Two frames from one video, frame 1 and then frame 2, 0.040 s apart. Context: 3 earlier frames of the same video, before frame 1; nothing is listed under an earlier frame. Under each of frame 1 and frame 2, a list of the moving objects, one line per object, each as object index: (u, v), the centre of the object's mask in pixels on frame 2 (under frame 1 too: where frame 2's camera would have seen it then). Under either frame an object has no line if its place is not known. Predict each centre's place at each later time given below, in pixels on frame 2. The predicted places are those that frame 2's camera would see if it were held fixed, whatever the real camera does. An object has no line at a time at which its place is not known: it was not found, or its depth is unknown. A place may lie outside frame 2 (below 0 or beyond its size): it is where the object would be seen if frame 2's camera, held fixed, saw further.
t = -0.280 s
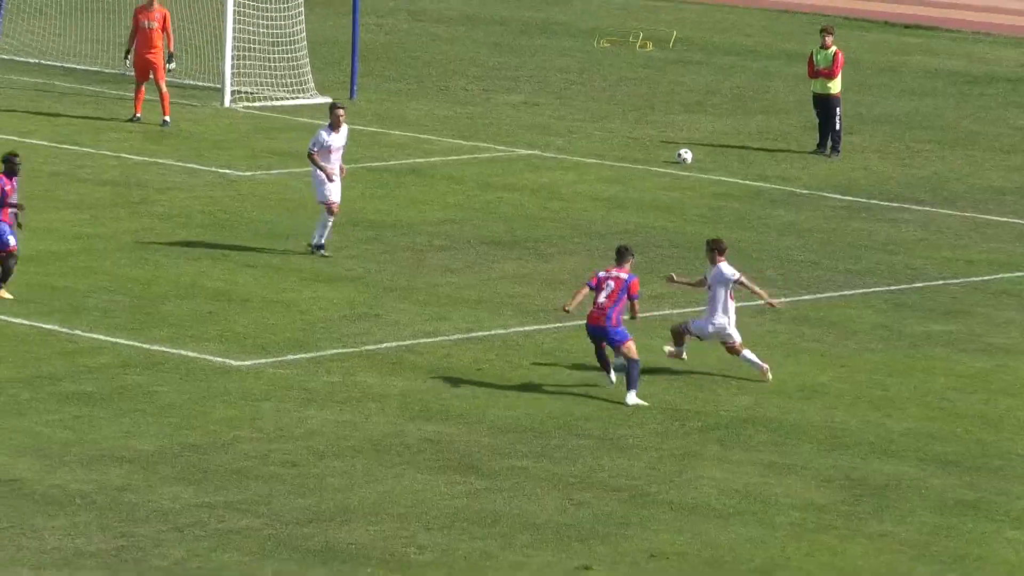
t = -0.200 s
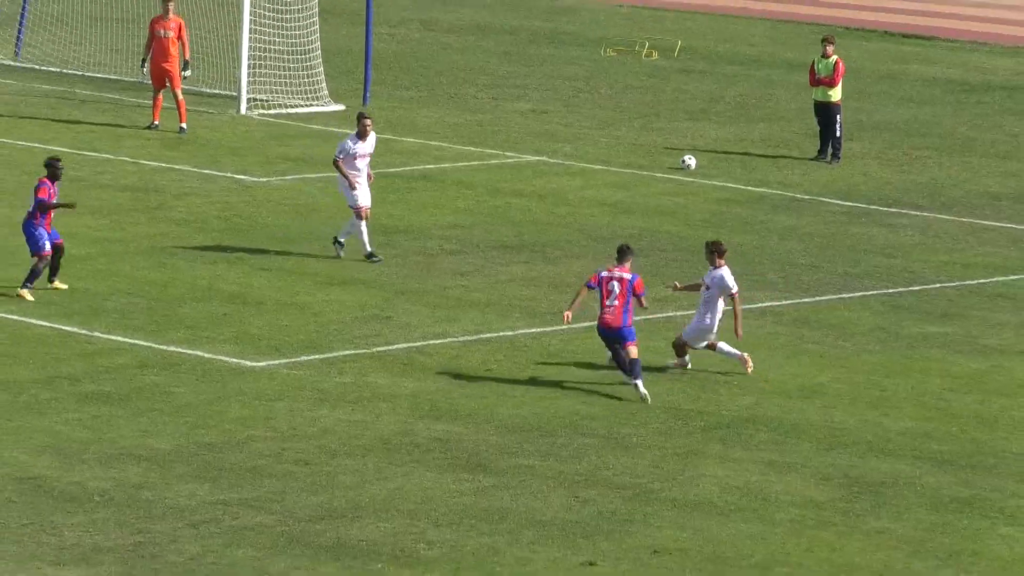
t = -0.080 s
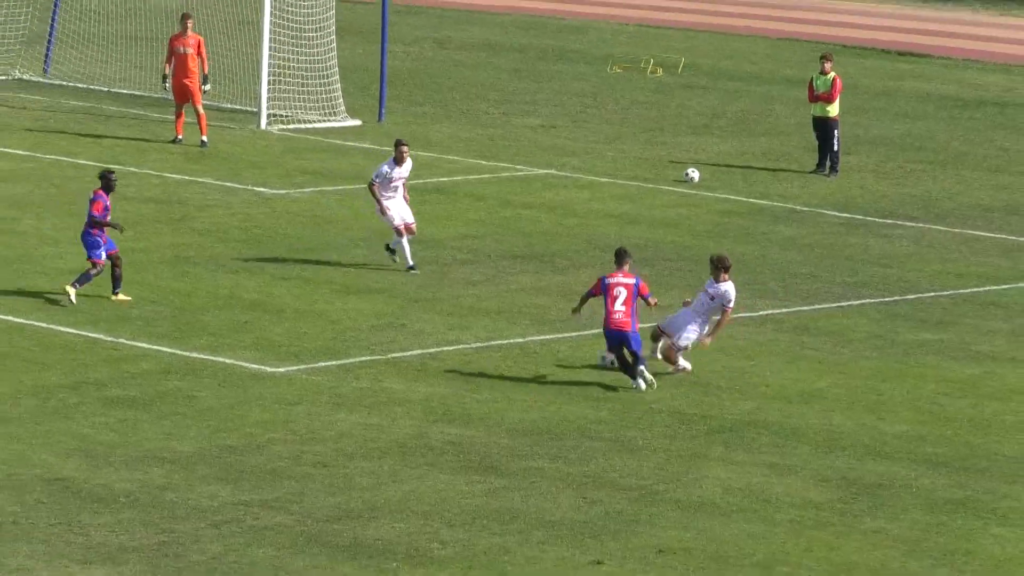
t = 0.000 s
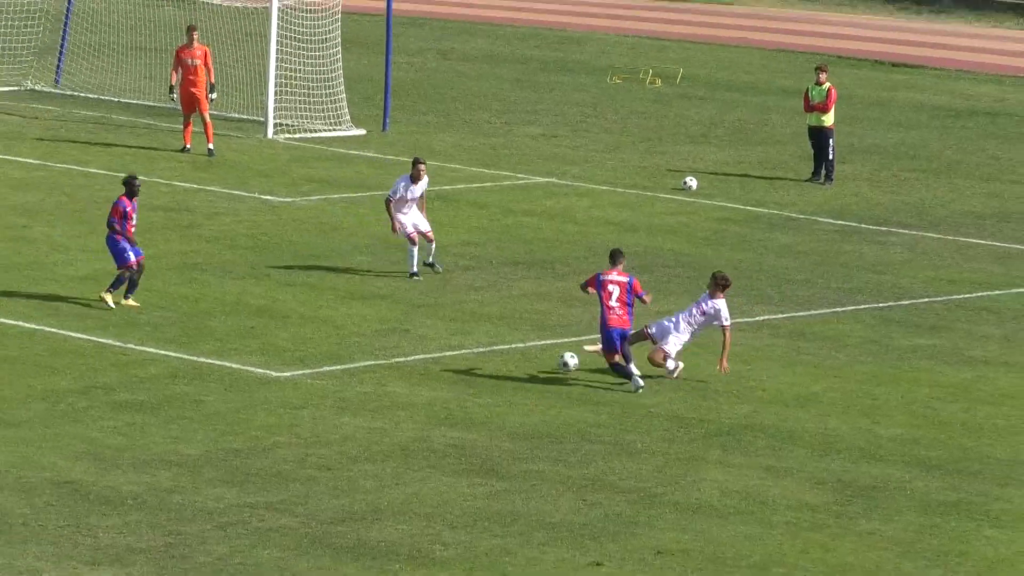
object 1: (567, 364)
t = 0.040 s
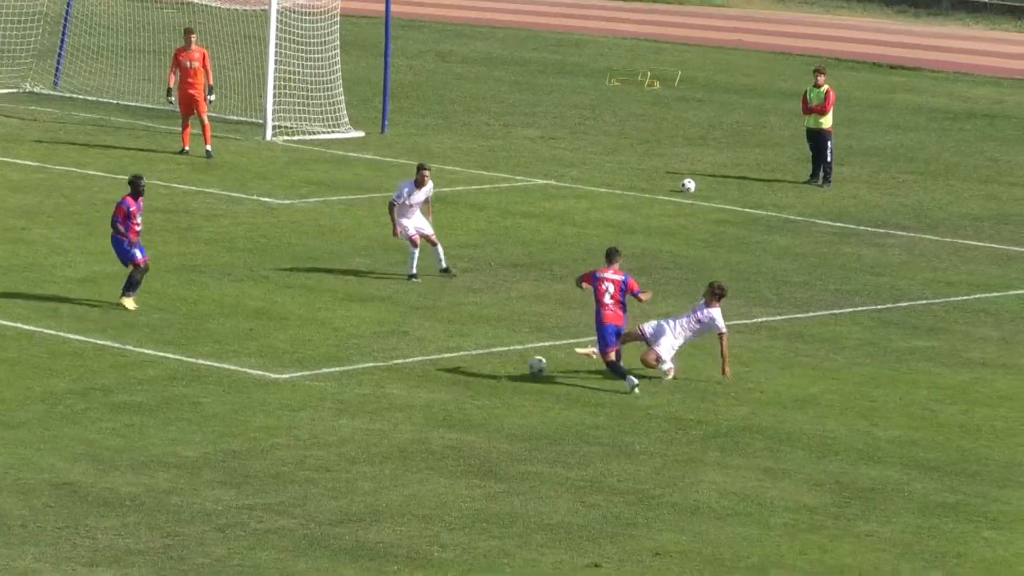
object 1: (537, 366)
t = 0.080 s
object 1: (509, 370)
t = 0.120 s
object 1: (479, 374)
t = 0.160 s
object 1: (454, 376)
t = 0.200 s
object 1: (433, 374)
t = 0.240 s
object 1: (410, 374)
